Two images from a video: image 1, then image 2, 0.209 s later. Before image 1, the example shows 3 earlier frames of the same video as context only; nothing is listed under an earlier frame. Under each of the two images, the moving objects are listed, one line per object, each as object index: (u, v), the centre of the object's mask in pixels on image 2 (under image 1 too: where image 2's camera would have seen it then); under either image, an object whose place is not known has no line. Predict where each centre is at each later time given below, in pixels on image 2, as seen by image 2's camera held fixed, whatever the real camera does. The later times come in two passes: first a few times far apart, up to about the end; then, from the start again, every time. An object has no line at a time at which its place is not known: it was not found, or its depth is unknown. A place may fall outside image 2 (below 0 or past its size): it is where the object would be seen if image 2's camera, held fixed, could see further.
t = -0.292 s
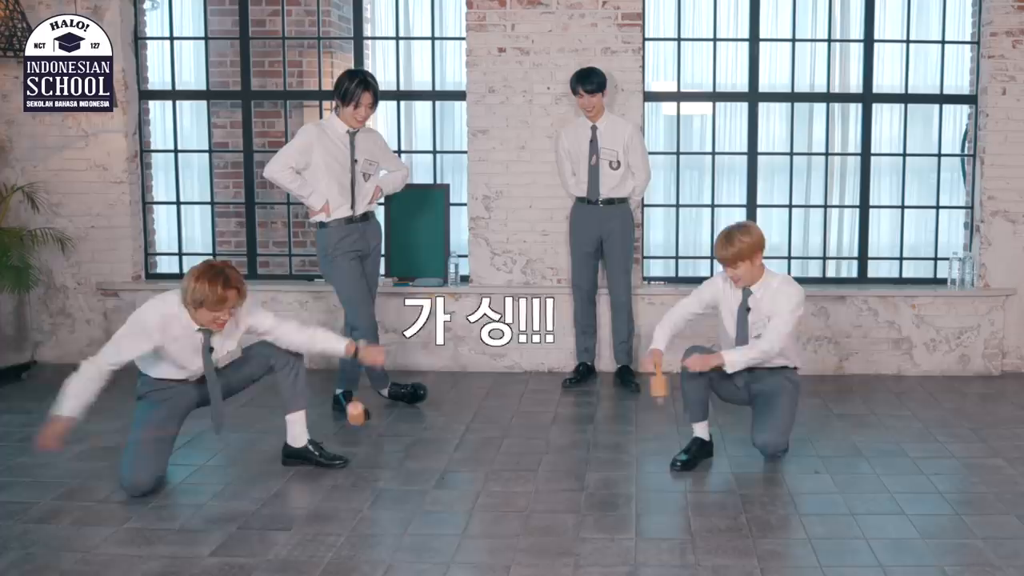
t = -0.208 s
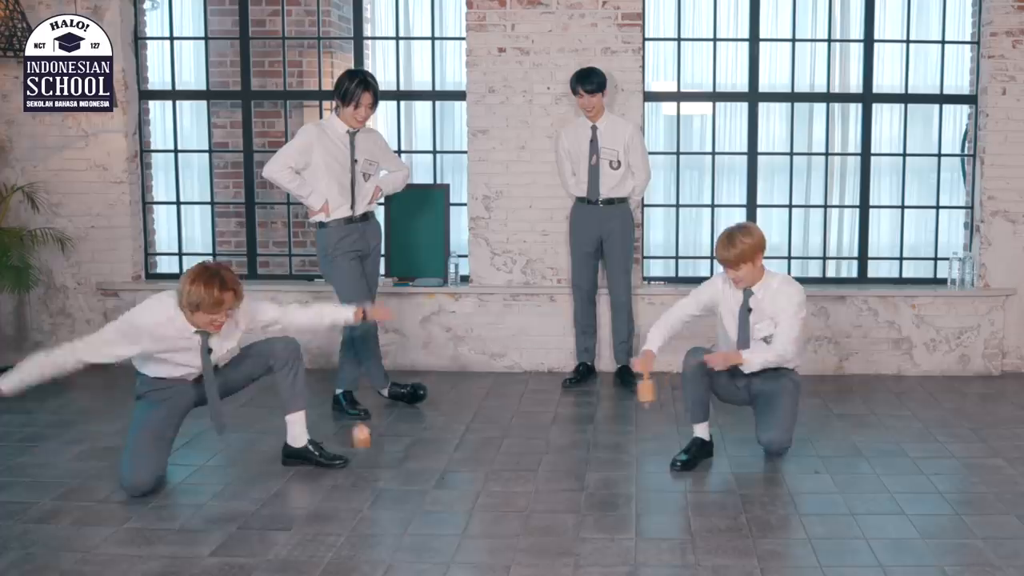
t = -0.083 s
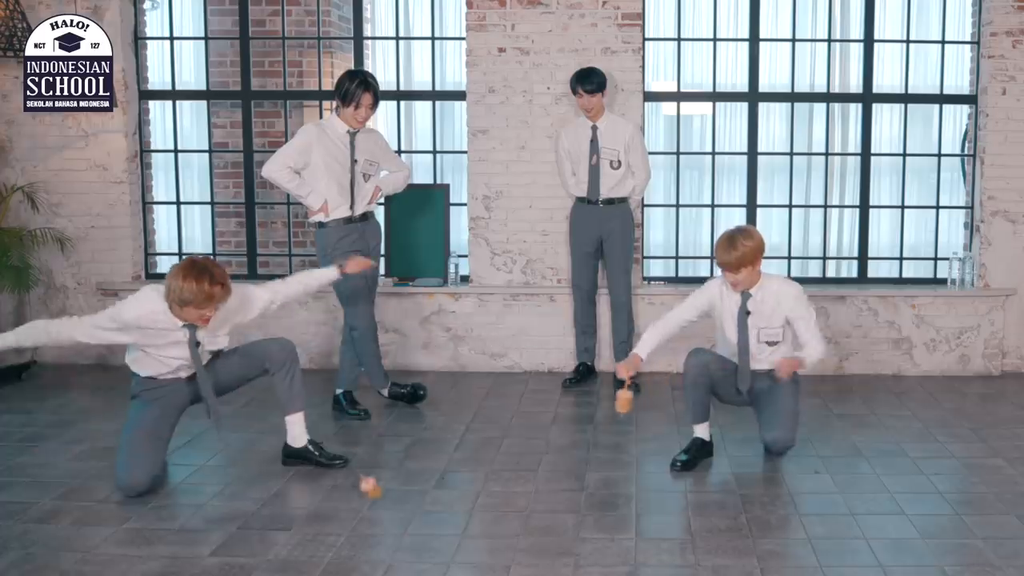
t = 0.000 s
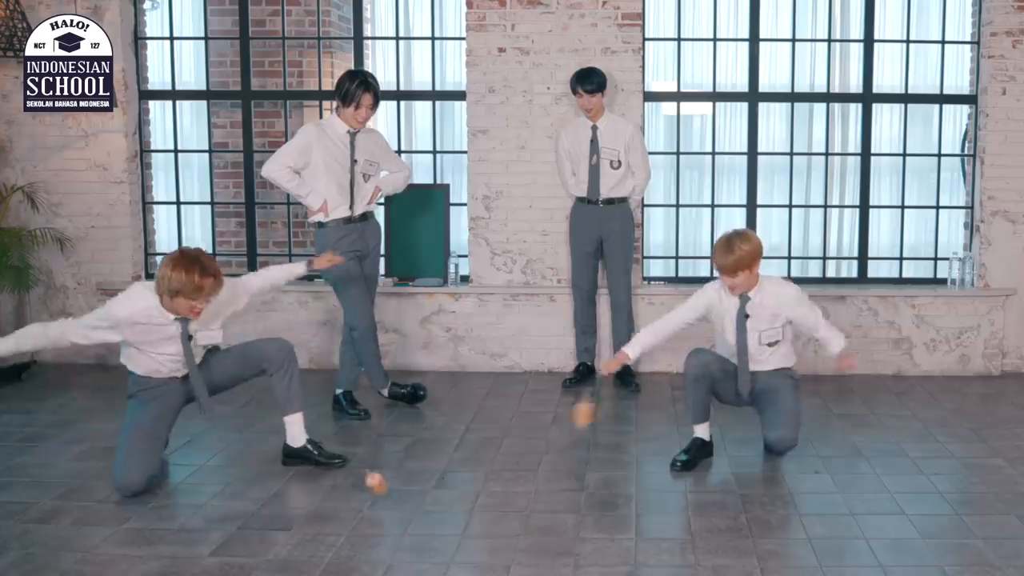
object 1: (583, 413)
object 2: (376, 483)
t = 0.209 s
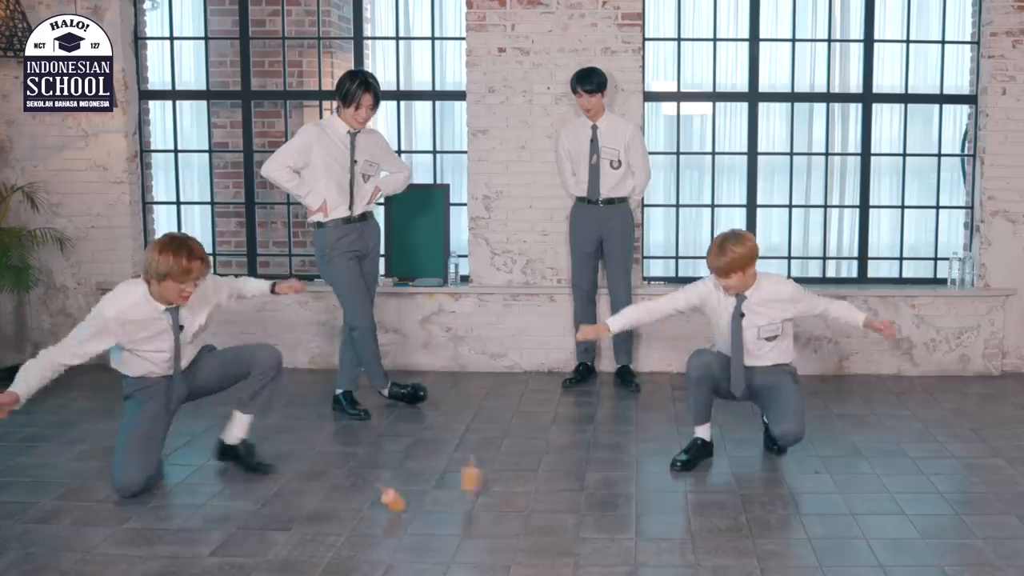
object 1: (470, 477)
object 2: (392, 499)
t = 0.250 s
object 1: (453, 476)
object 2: (395, 500)
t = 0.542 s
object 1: (348, 488)
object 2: (419, 514)
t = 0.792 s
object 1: (281, 498)
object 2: (441, 529)
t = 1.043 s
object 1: (236, 501)
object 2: (447, 549)
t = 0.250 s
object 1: (453, 476)
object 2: (395, 500)
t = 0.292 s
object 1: (436, 481)
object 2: (399, 501)
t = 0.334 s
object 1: (419, 484)
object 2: (402, 503)
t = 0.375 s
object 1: (404, 483)
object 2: (405, 505)
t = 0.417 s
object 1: (389, 484)
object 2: (411, 509)
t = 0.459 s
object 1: (375, 483)
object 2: (413, 510)
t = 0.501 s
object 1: (361, 487)
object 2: (416, 512)
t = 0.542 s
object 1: (348, 488)
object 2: (419, 514)
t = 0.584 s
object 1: (335, 491)
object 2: (422, 516)
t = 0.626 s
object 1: (323, 493)
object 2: (425, 518)
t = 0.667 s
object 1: (312, 496)
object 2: (429, 521)
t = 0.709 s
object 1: (301, 497)
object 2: (433, 522)
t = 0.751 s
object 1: (291, 498)
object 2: (438, 527)
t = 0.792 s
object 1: (281, 498)
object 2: (441, 529)
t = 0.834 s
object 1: (272, 499)
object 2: (443, 532)
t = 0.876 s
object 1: (264, 500)
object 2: (445, 536)
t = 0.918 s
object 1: (257, 500)
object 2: (446, 538)
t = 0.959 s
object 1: (250, 500)
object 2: (447, 542)
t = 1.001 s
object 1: (243, 500)
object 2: (447, 544)
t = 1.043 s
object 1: (236, 501)
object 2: (447, 549)
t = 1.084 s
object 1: (230, 501)
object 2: (447, 553)
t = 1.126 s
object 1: (224, 501)
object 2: (445, 557)
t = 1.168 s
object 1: (216, 502)
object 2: (443, 560)
